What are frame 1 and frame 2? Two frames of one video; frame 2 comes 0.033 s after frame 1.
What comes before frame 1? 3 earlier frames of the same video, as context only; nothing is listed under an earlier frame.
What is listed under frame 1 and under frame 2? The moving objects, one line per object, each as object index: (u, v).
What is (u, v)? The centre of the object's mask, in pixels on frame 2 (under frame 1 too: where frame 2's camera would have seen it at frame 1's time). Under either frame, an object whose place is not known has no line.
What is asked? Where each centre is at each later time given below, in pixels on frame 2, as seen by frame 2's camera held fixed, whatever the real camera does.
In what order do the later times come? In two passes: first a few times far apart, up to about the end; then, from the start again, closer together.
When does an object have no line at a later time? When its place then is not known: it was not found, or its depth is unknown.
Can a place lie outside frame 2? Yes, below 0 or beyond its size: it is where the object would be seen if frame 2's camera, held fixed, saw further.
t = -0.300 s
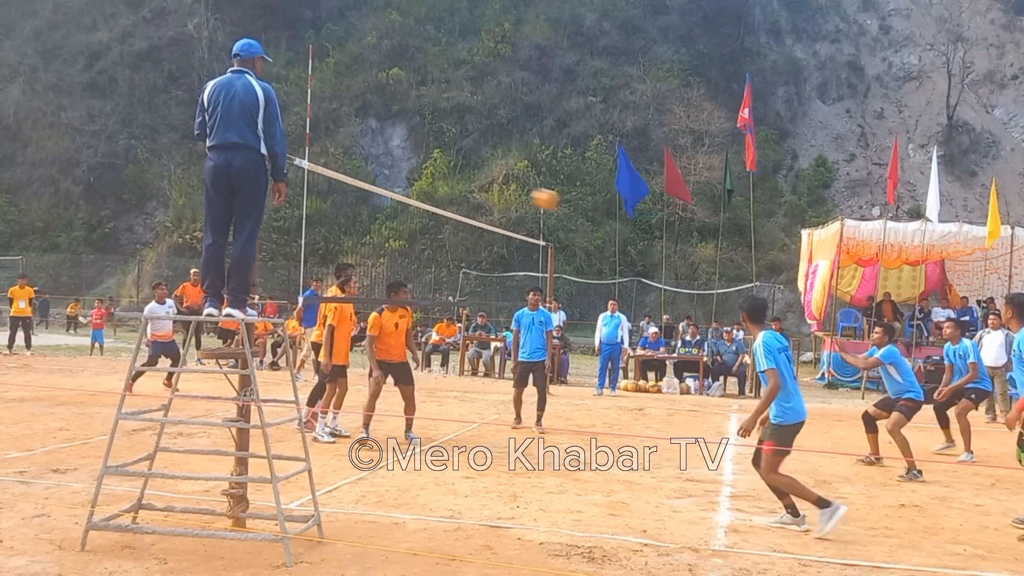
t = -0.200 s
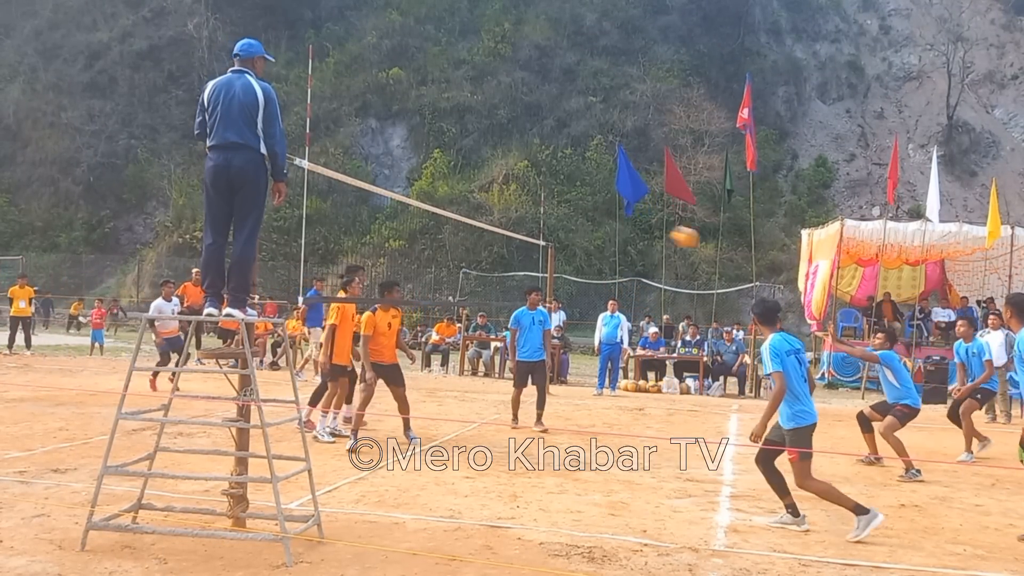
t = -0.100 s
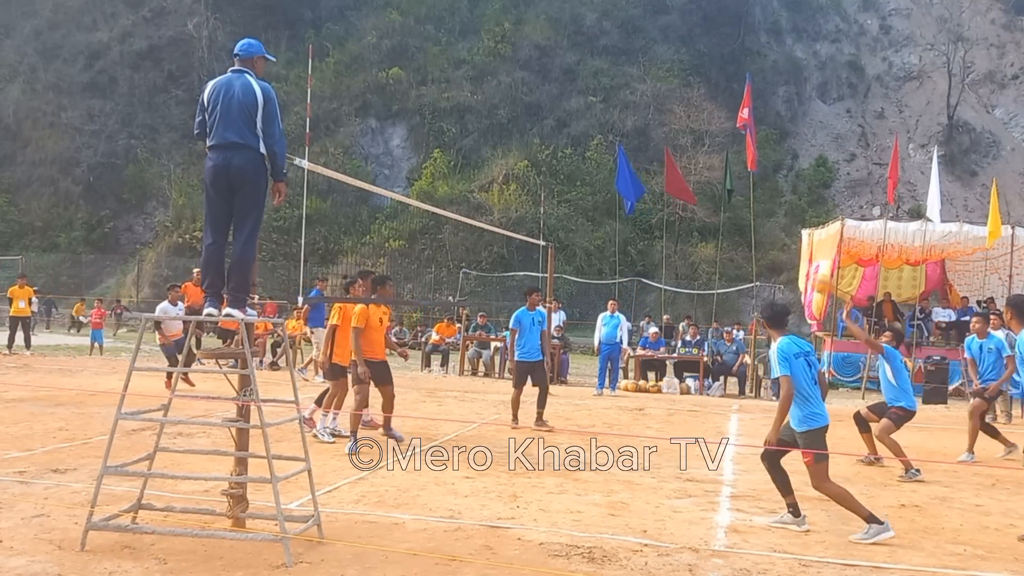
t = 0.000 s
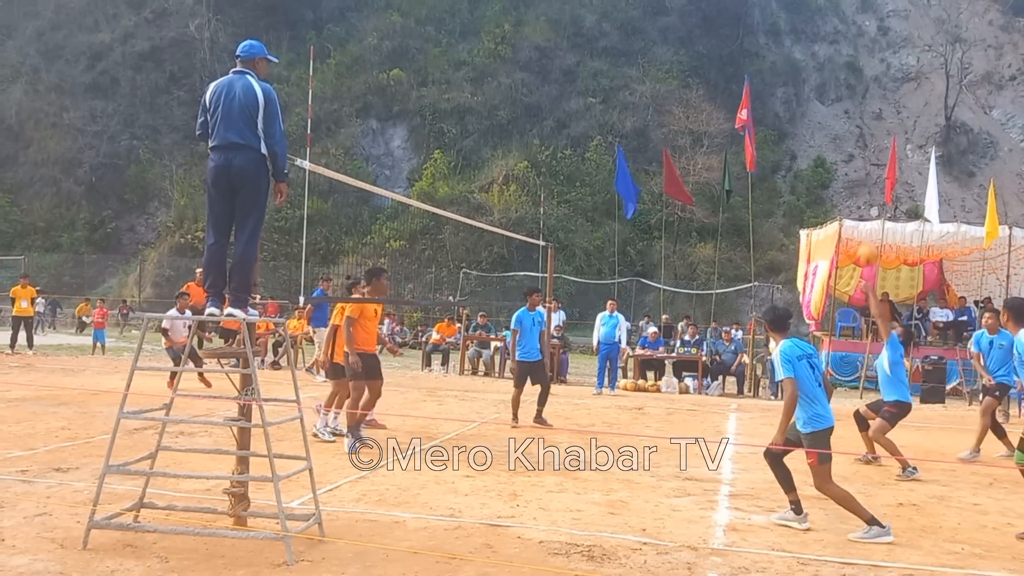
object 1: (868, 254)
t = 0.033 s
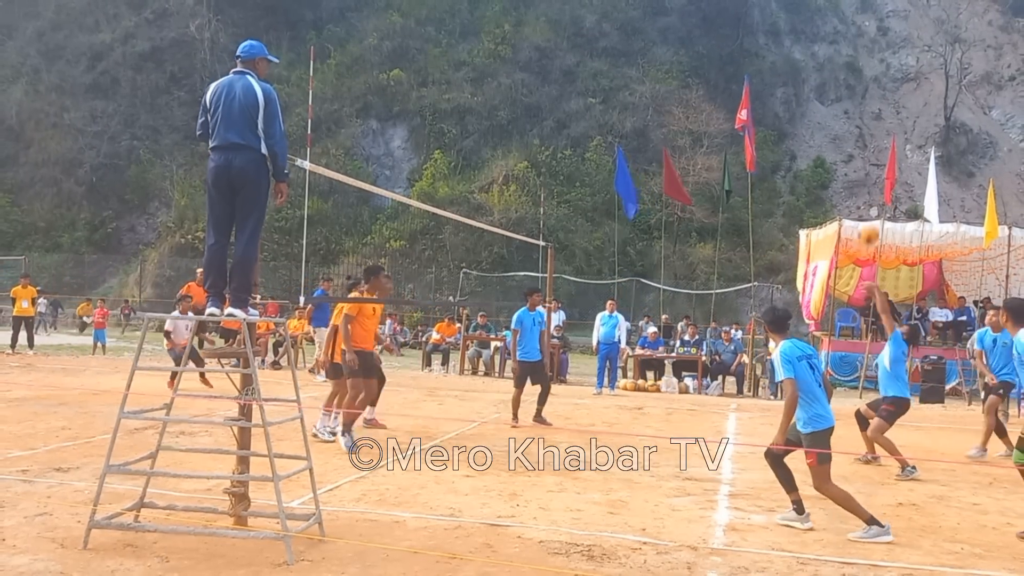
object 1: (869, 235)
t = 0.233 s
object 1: (876, 133)
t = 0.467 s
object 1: (882, 68)
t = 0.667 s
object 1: (885, 54)
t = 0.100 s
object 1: (872, 195)
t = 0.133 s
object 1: (874, 178)
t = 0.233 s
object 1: (876, 133)
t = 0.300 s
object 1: (878, 110)
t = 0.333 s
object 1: (878, 99)
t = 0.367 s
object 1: (879, 89)
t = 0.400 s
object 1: (881, 81)
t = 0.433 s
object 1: (881, 74)
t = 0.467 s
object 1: (882, 68)
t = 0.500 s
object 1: (883, 63)
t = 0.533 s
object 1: (883, 59)
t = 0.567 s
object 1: (884, 56)
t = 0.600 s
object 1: (884, 55)
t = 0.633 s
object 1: (885, 54)
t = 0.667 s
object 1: (885, 54)
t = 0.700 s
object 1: (885, 55)
